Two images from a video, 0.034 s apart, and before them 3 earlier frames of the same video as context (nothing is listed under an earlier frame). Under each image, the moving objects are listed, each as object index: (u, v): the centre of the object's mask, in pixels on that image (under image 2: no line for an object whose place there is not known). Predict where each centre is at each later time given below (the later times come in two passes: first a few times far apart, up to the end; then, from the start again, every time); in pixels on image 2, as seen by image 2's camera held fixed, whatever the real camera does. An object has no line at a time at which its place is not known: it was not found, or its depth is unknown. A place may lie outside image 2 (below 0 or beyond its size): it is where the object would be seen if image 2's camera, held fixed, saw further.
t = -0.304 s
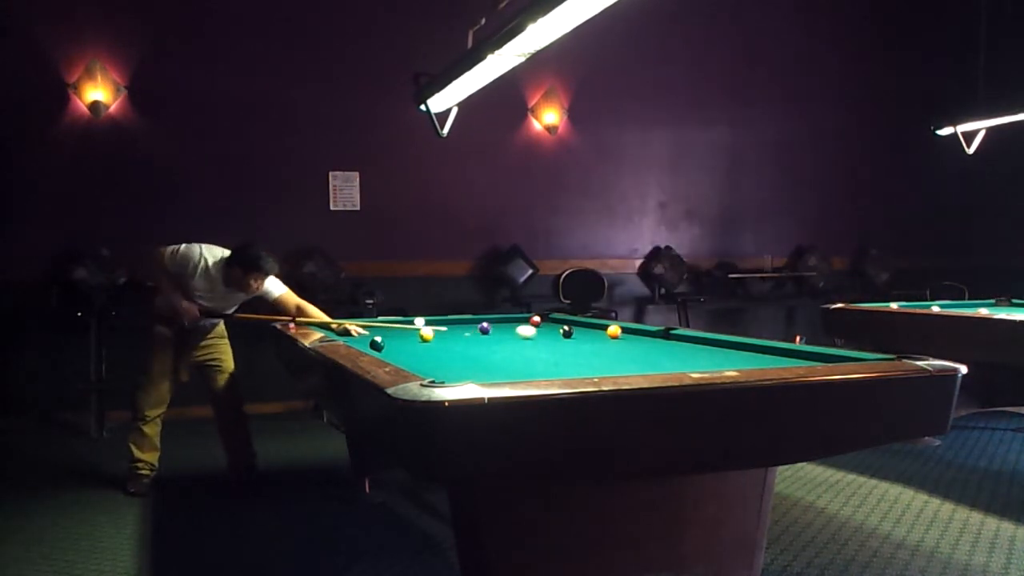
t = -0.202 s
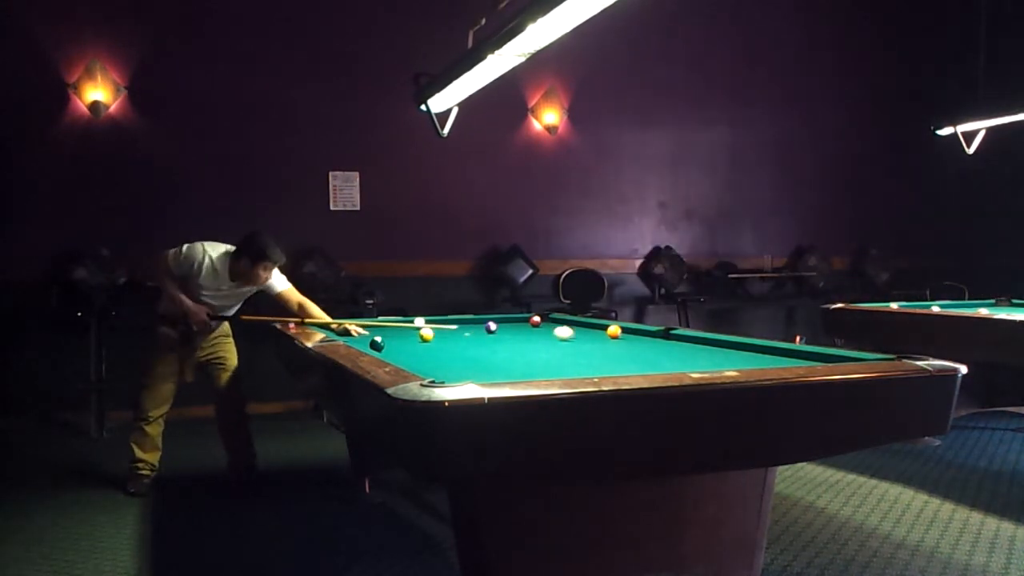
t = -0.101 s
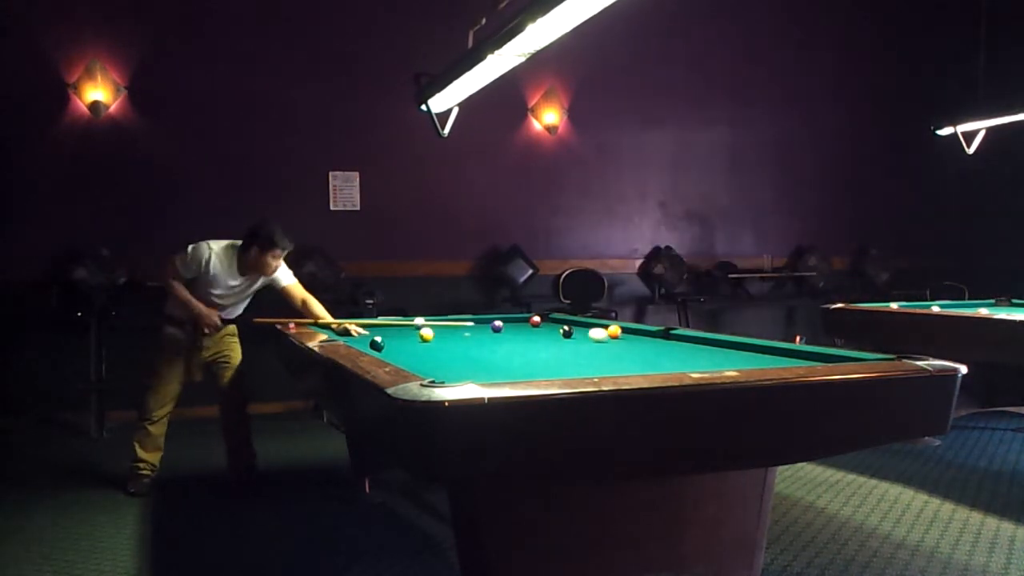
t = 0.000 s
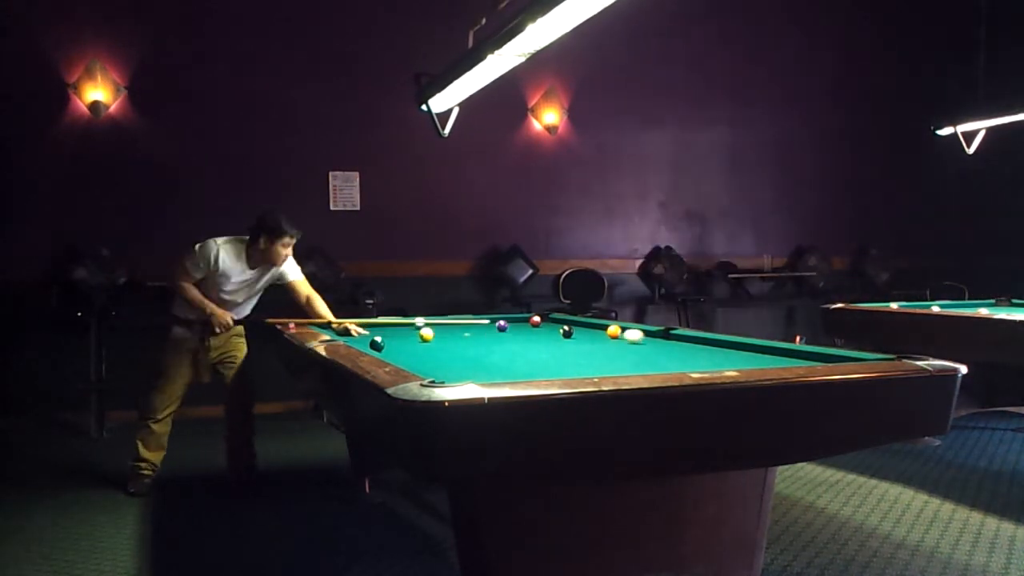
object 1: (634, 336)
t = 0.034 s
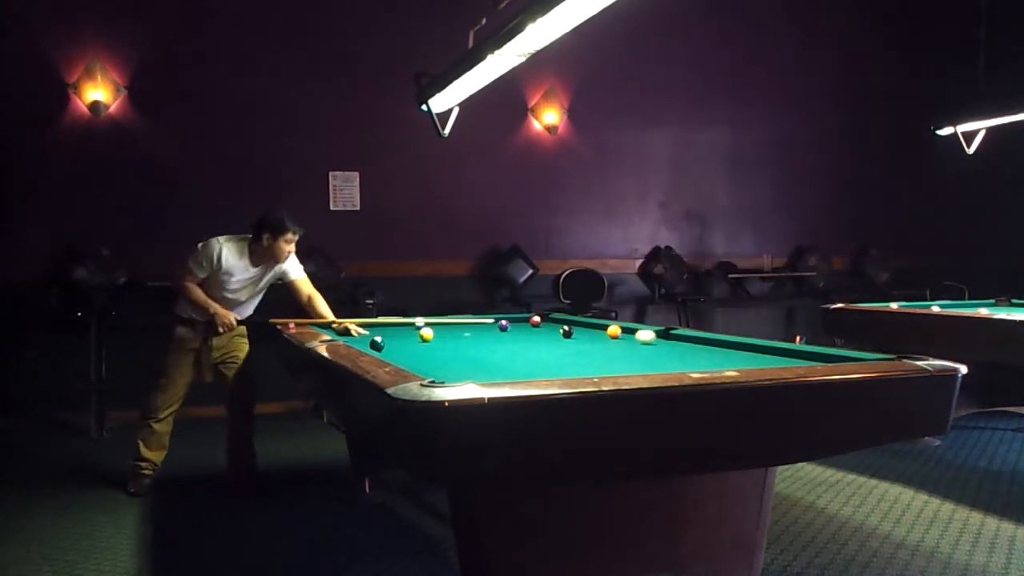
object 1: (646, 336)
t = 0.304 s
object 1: (710, 343)
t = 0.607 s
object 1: (739, 354)
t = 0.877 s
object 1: (771, 363)
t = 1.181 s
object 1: (671, 362)
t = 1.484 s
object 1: (579, 361)
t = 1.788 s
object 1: (497, 358)
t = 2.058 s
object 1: (430, 356)
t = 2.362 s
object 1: (394, 351)
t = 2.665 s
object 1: (411, 348)
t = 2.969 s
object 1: (425, 344)
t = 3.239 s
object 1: (437, 339)
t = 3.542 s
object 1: (448, 337)
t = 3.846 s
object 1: (458, 334)
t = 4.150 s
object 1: (467, 332)
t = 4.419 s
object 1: (474, 330)
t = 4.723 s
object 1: (481, 328)
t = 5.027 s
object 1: (487, 326)
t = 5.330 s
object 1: (493, 325)
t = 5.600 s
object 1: (497, 323)
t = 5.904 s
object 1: (501, 322)
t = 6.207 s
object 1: (504, 321)
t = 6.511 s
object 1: (507, 320)
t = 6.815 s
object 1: (509, 319)
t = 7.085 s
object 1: (511, 318)
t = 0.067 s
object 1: (657, 336)
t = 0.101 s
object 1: (670, 337)
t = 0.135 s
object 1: (683, 337)
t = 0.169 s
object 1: (696, 338)
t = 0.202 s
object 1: (703, 339)
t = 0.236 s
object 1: (705, 340)
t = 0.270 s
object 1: (707, 341)
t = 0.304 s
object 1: (710, 343)
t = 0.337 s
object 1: (713, 344)
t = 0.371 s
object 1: (716, 345)
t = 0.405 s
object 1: (719, 346)
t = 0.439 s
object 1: (722, 348)
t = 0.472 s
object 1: (725, 349)
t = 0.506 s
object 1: (728, 350)
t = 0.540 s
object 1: (732, 352)
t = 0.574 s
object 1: (736, 353)
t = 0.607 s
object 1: (739, 354)
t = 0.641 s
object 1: (743, 356)
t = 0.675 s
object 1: (747, 357)
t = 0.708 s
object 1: (750, 358)
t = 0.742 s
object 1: (754, 359)
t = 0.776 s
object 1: (758, 360)
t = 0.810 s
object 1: (762, 361)
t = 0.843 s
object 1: (767, 362)
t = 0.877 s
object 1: (771, 363)
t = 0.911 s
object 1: (765, 363)
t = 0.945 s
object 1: (751, 363)
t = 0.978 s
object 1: (739, 363)
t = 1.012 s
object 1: (726, 363)
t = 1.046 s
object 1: (715, 363)
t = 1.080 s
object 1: (704, 363)
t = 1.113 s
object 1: (692, 363)
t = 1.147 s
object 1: (681, 363)
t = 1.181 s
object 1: (671, 362)
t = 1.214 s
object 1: (660, 362)
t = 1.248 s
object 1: (649, 362)
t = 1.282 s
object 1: (639, 362)
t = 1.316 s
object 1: (629, 363)
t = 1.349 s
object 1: (619, 363)
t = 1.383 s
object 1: (609, 362)
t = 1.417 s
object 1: (599, 362)
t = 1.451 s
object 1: (589, 361)
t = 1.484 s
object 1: (579, 361)
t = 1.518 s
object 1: (569, 360)
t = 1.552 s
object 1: (560, 360)
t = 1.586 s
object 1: (551, 360)
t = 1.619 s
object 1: (541, 360)
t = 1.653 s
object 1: (532, 359)
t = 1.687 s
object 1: (523, 359)
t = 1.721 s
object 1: (514, 359)
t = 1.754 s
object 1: (505, 359)
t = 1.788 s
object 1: (497, 358)
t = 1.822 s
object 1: (488, 358)
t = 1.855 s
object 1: (479, 358)
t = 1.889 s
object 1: (471, 357)
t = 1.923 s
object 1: (462, 357)
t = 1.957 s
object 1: (454, 357)
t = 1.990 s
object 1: (446, 357)
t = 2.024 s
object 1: (438, 356)
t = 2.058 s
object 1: (430, 356)
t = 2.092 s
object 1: (422, 356)
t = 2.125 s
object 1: (414, 356)
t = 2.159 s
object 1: (407, 355)
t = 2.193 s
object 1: (399, 353)
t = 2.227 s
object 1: (392, 352)
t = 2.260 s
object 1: (388, 352)
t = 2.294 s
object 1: (390, 351)
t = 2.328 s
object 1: (392, 351)
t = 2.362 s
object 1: (394, 351)
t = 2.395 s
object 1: (395, 351)
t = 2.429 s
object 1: (397, 351)
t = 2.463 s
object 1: (399, 351)
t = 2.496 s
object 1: (401, 350)
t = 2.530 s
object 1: (403, 350)
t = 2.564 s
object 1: (405, 349)
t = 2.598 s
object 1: (407, 349)
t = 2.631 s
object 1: (409, 348)
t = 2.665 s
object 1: (411, 348)
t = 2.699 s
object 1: (412, 347)
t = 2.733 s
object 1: (414, 347)
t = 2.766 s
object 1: (415, 346)
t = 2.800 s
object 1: (417, 346)
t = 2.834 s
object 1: (419, 345)
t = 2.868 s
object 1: (420, 345)
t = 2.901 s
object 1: (422, 345)
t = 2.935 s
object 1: (424, 344)
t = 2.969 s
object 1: (425, 344)
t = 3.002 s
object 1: (427, 344)
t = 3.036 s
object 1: (428, 343)
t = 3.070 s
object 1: (430, 342)
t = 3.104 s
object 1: (431, 342)
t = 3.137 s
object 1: (433, 341)
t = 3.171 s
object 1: (434, 341)
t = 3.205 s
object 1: (436, 341)
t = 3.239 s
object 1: (437, 339)
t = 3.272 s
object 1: (438, 340)
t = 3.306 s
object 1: (439, 340)
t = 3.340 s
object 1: (441, 339)
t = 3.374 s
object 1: (442, 339)
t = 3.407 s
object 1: (443, 338)
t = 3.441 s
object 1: (444, 337)
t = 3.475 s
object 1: (445, 338)
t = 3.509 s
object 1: (447, 338)
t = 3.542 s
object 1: (448, 337)
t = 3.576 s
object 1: (449, 337)
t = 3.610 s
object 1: (450, 336)
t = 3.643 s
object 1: (451, 336)
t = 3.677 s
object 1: (452, 336)
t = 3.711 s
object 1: (453, 336)
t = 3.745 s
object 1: (455, 335)
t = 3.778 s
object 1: (456, 335)
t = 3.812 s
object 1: (457, 334)
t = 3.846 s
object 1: (458, 334)
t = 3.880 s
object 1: (459, 334)
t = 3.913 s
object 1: (460, 334)
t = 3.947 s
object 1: (461, 333)
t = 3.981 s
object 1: (462, 333)
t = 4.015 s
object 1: (463, 333)
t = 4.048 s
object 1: (464, 332)
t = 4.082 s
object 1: (465, 332)
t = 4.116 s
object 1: (466, 332)
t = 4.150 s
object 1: (467, 332)
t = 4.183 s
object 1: (468, 331)
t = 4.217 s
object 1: (469, 331)
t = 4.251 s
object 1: (470, 331)
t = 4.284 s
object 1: (470, 331)
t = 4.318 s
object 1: (471, 331)
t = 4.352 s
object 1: (472, 330)
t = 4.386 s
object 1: (473, 330)
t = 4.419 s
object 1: (474, 330)
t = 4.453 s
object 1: (475, 330)
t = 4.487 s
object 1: (476, 329)
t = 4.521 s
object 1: (477, 329)
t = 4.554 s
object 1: (477, 329)
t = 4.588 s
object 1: (478, 329)
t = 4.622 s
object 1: (479, 329)
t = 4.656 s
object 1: (480, 328)
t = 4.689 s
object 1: (480, 328)
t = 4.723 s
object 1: (481, 328)
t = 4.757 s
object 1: (482, 328)
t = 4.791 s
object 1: (483, 328)
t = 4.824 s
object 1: (483, 328)
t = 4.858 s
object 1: (484, 327)
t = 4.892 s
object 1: (485, 327)
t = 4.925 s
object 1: (485, 326)
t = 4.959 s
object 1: (486, 326)
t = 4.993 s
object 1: (487, 326)
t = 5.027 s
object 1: (487, 326)
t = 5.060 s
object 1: (488, 326)
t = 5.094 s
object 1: (489, 326)
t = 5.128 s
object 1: (489, 326)
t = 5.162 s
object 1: (490, 326)
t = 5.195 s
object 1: (490, 326)
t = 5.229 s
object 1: (491, 325)
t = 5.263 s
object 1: (492, 325)
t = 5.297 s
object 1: (492, 325)
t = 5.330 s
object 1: (493, 325)
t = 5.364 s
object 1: (493, 324)
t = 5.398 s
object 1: (494, 324)
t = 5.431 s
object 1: (494, 324)
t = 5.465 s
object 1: (495, 324)
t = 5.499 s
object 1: (495, 324)
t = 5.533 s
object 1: (496, 324)
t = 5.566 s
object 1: (496, 323)
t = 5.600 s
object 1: (497, 323)
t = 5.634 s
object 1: (497, 323)
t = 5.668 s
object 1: (498, 323)
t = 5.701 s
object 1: (498, 323)
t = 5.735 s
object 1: (499, 323)
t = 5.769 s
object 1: (499, 323)
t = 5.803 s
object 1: (499, 322)
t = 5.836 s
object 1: (500, 322)
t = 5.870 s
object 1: (500, 322)
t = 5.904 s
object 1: (501, 322)
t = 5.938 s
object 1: (501, 322)
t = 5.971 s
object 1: (502, 322)
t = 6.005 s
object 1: (502, 321)
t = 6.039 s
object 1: (502, 321)
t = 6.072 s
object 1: (503, 321)
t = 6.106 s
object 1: (503, 321)
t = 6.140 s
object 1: (504, 321)
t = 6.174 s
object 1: (504, 321)
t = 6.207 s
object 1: (504, 321)
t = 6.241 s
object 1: (505, 321)
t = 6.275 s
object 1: (505, 321)
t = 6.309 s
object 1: (505, 321)
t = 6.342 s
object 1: (506, 320)
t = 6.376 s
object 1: (506, 320)
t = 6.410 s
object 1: (506, 320)
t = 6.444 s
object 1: (507, 320)
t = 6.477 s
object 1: (507, 320)
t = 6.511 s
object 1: (507, 320)
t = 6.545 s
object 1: (507, 320)
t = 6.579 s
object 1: (508, 320)
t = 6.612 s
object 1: (508, 320)
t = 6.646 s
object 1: (508, 320)
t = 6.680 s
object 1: (508, 320)
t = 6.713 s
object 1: (509, 319)
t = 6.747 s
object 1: (509, 319)
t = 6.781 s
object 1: (509, 319)
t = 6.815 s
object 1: (509, 319)
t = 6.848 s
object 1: (509, 319)
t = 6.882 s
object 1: (510, 319)
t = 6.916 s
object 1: (510, 319)
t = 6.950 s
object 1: (510, 318)
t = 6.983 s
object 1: (510, 318)
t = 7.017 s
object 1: (511, 318)
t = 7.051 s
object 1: (511, 318)
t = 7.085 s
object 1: (511, 318)
